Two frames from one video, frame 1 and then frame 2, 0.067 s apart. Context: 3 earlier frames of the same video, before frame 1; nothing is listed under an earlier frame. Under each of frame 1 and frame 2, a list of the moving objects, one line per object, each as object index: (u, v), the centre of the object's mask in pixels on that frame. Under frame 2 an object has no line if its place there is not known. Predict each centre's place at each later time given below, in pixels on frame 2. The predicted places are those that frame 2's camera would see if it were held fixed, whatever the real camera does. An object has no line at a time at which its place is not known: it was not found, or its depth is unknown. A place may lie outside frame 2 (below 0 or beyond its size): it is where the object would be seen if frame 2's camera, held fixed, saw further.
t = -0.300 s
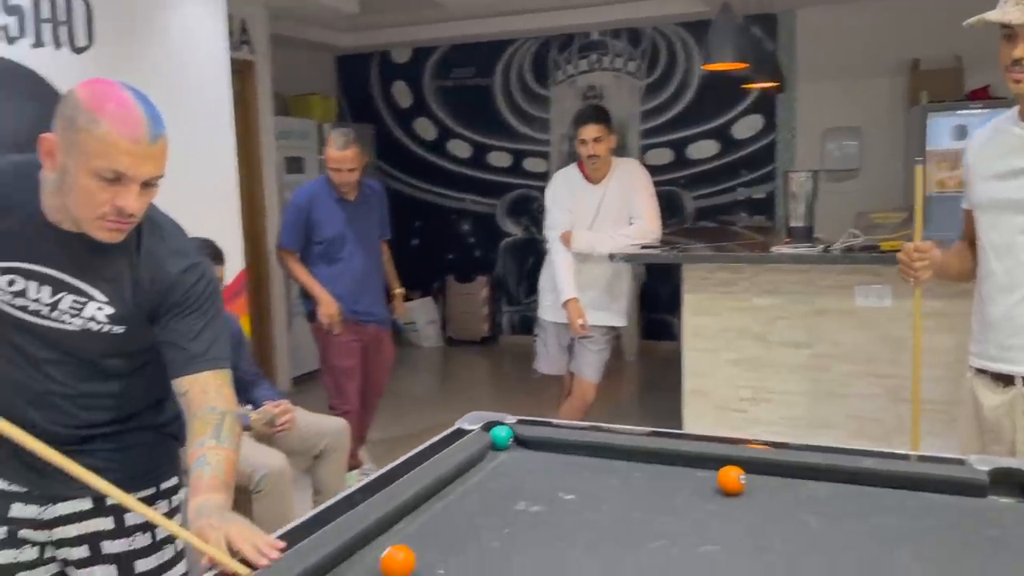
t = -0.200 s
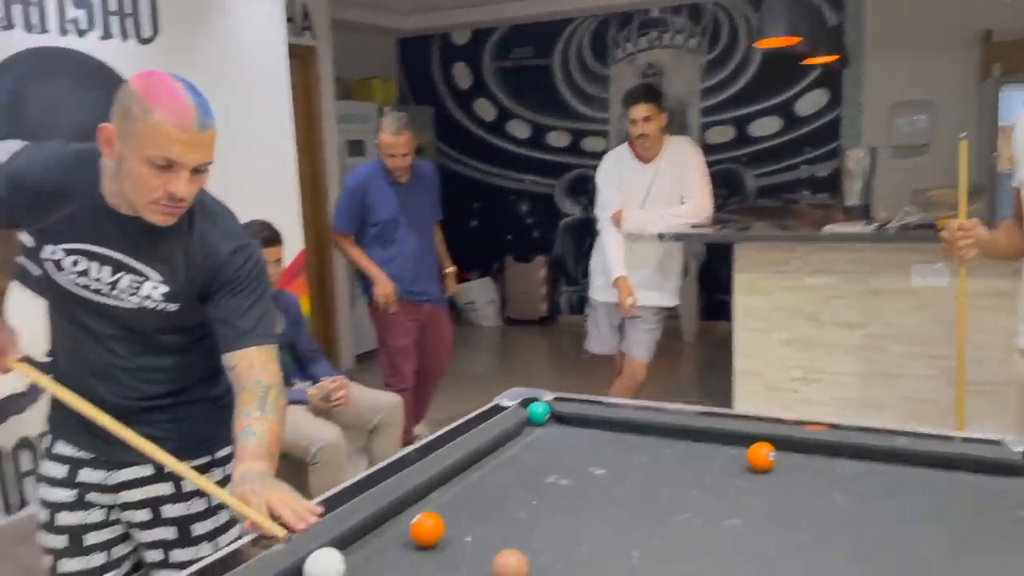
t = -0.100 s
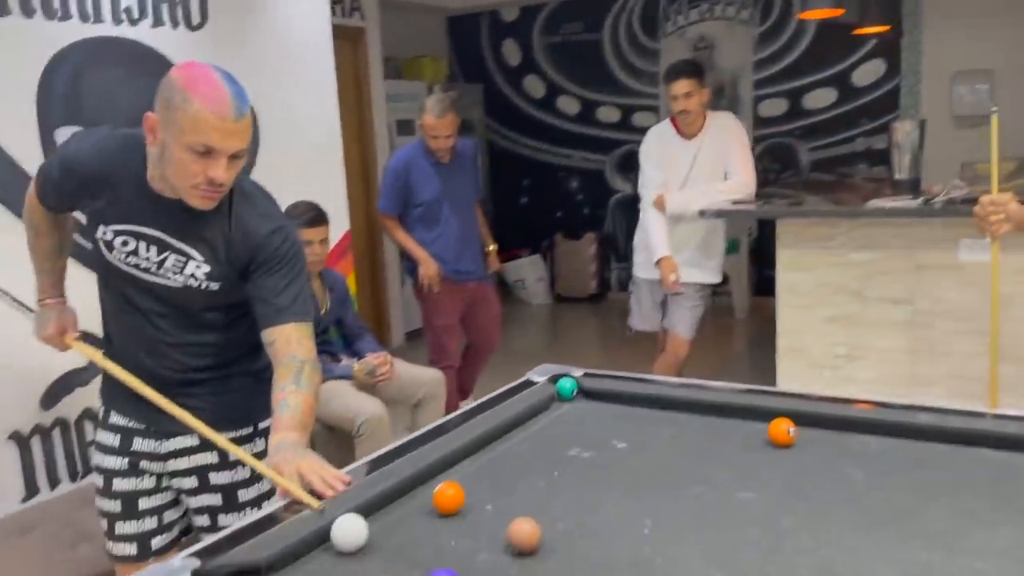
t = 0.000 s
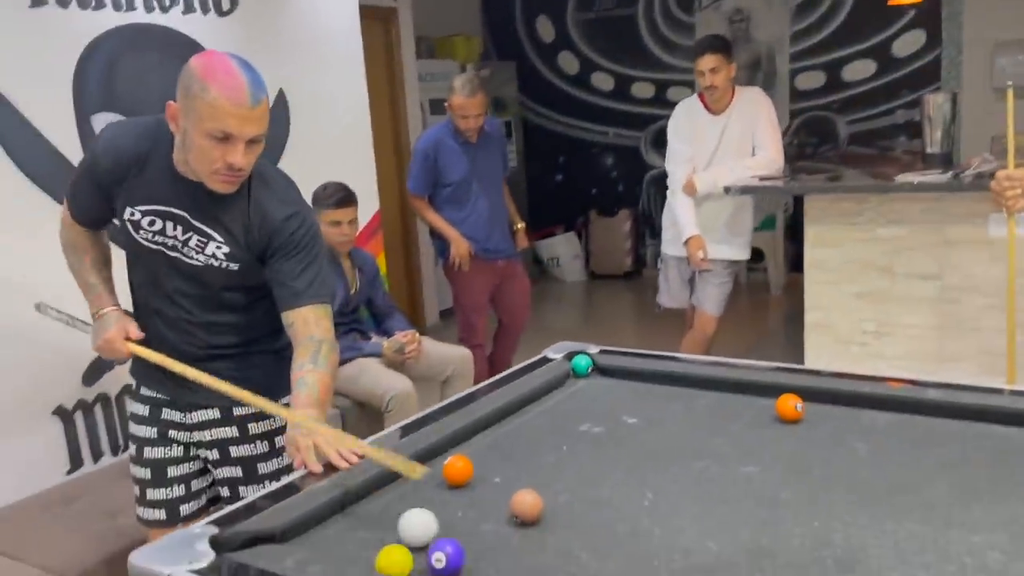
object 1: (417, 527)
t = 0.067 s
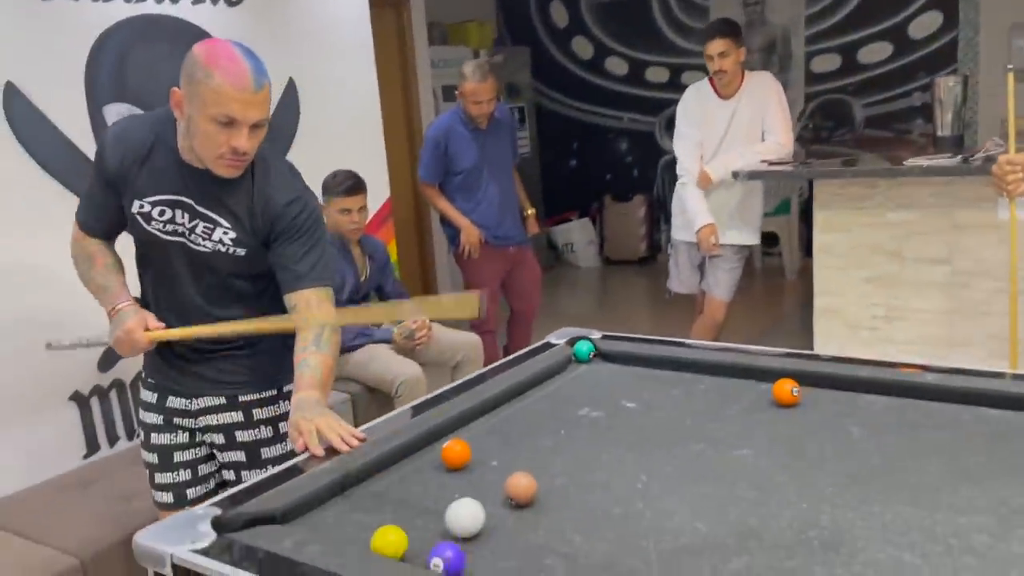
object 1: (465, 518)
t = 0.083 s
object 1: (478, 517)
